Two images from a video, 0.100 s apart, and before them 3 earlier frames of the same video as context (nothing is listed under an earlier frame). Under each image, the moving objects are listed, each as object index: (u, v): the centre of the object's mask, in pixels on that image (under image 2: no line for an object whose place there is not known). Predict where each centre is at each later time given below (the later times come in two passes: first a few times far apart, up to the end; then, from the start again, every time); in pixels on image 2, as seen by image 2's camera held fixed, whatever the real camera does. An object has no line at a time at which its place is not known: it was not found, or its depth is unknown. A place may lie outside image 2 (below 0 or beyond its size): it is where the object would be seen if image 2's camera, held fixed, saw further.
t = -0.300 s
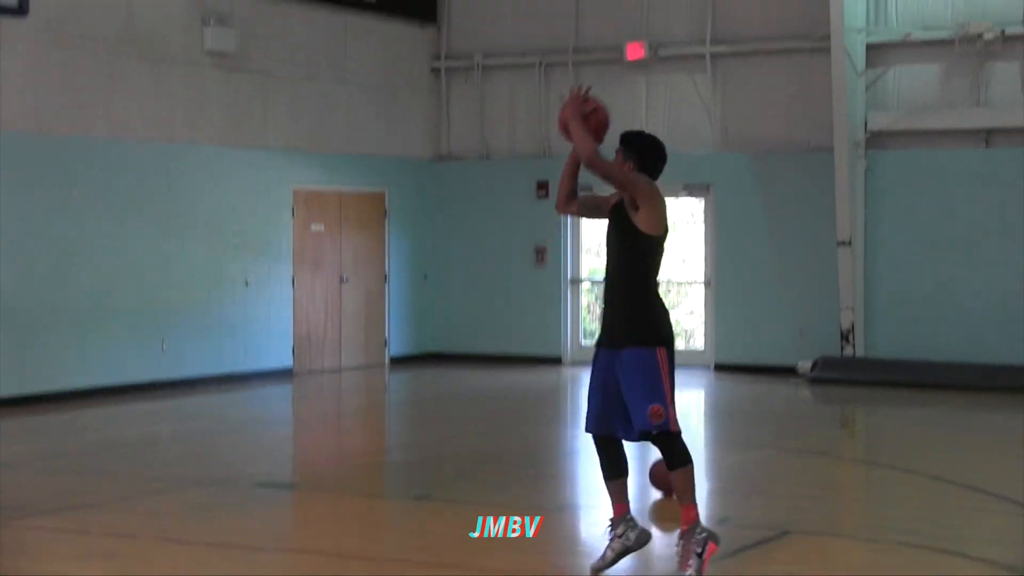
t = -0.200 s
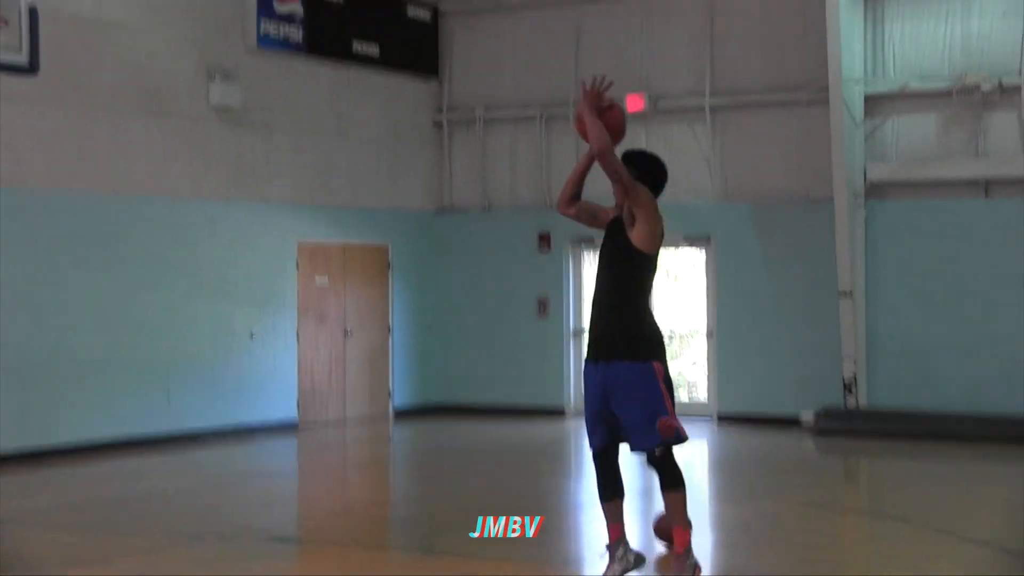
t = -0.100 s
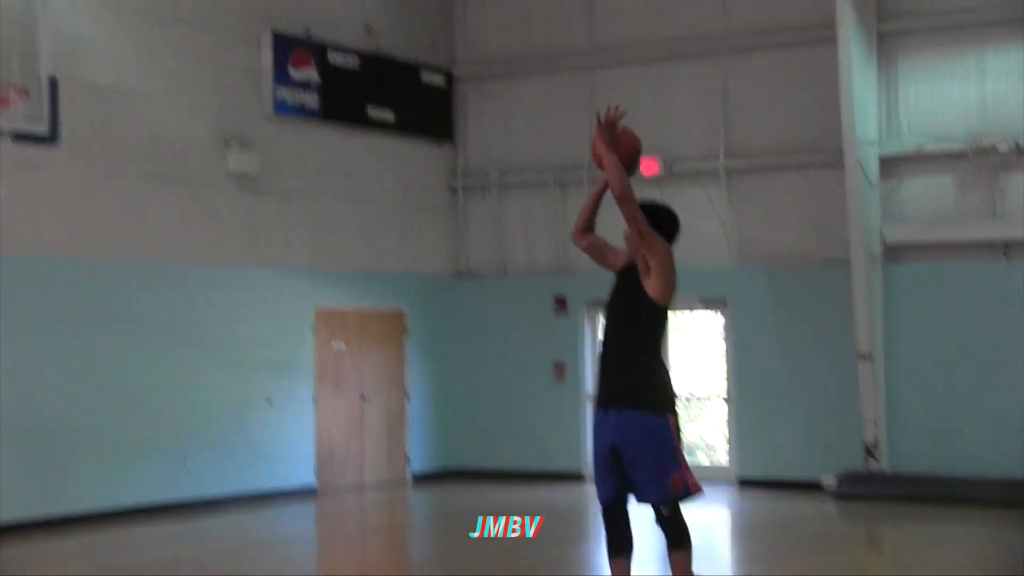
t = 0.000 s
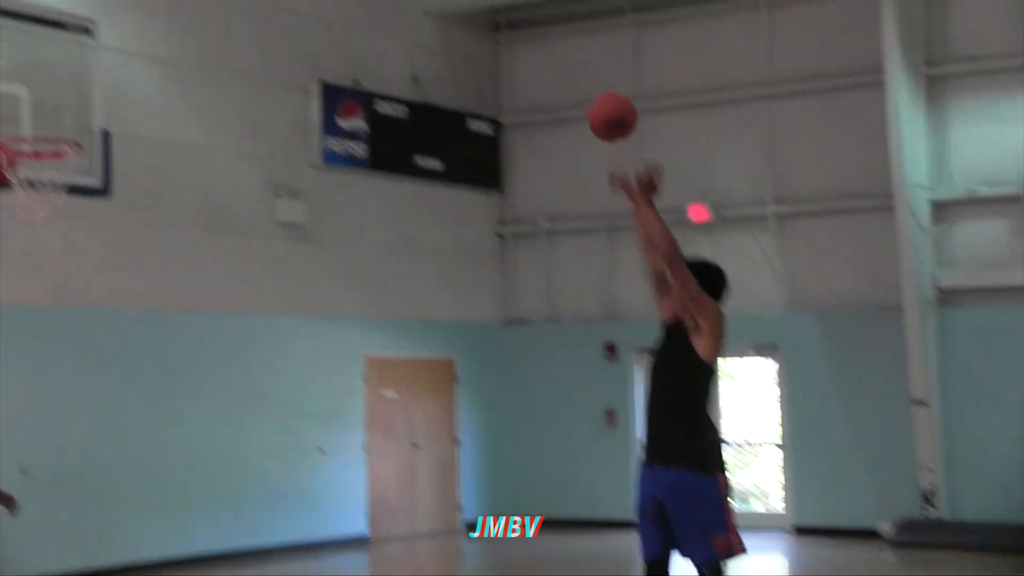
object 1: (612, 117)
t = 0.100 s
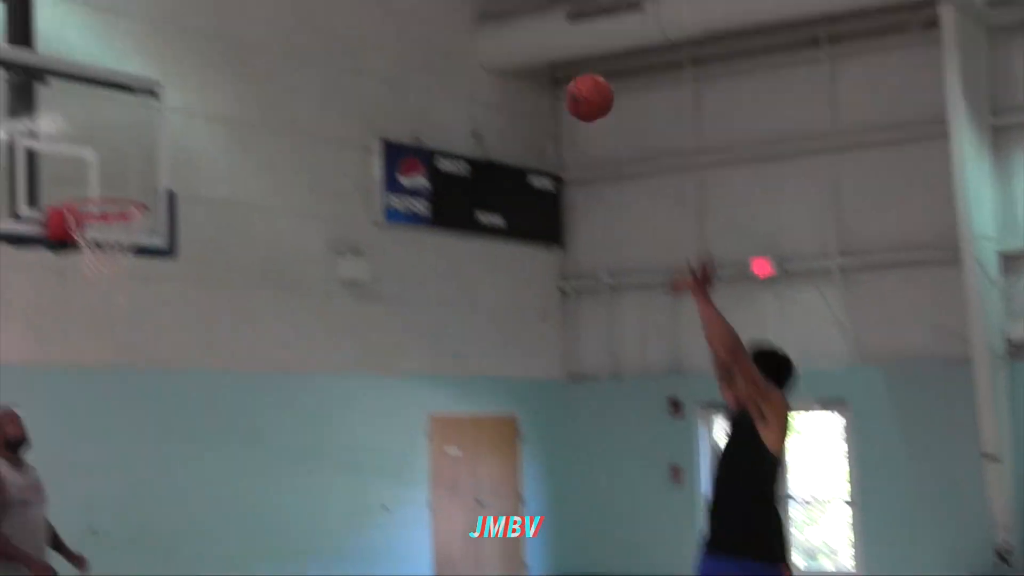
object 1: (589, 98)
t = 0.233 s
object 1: (489, 37)
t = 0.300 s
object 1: (442, 22)
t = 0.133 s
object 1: (564, 78)
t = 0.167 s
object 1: (538, 63)
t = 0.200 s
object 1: (512, 48)
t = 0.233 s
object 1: (489, 37)
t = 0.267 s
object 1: (465, 28)
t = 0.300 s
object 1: (442, 22)
